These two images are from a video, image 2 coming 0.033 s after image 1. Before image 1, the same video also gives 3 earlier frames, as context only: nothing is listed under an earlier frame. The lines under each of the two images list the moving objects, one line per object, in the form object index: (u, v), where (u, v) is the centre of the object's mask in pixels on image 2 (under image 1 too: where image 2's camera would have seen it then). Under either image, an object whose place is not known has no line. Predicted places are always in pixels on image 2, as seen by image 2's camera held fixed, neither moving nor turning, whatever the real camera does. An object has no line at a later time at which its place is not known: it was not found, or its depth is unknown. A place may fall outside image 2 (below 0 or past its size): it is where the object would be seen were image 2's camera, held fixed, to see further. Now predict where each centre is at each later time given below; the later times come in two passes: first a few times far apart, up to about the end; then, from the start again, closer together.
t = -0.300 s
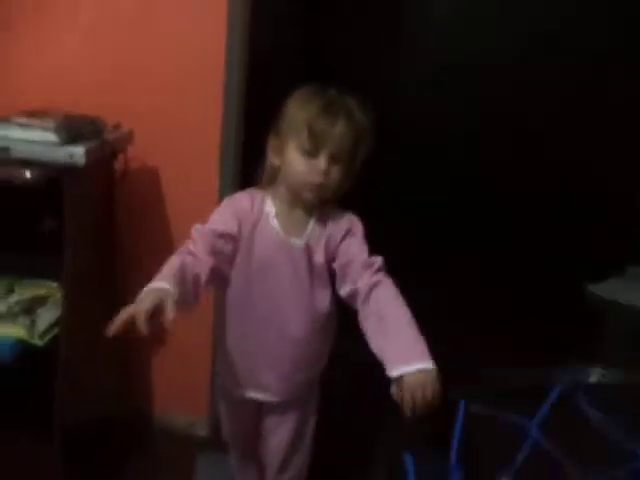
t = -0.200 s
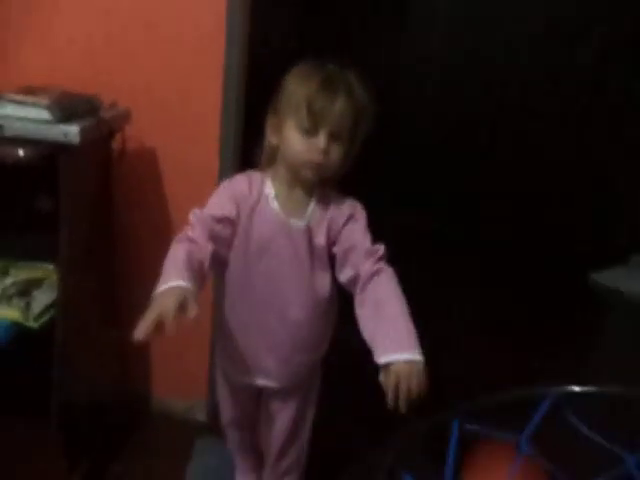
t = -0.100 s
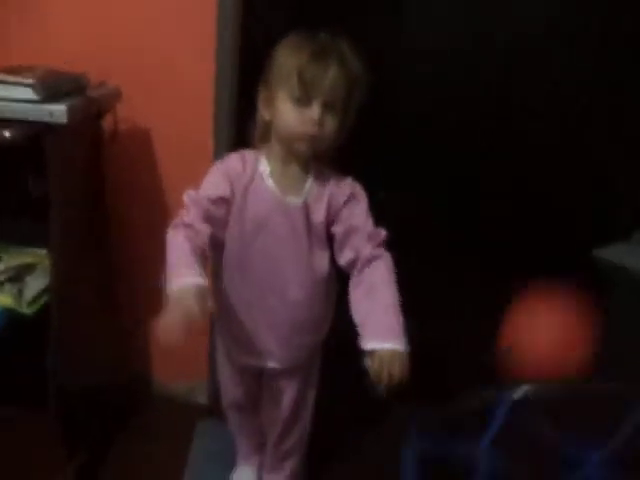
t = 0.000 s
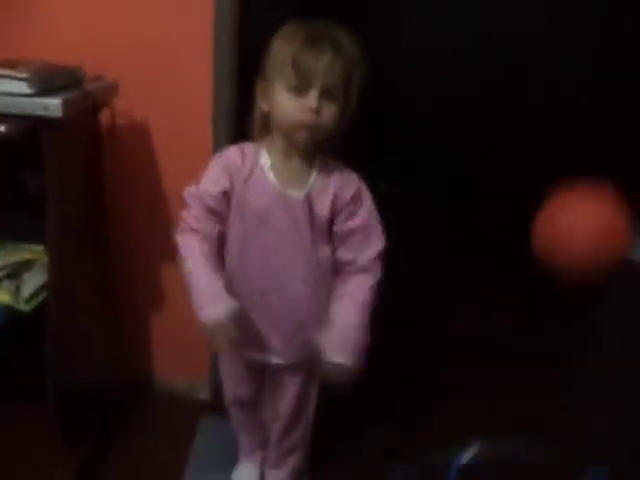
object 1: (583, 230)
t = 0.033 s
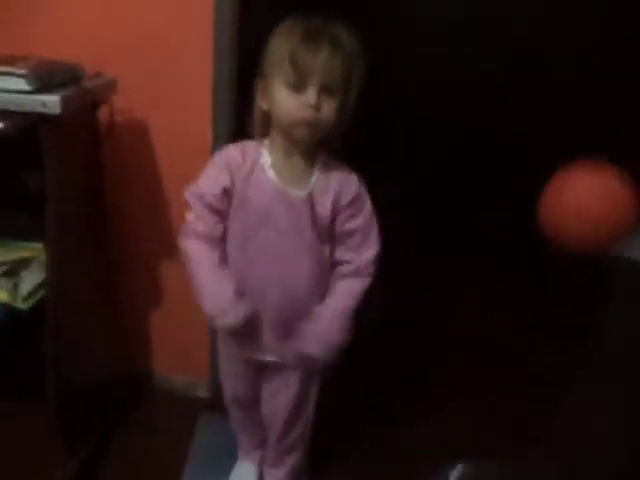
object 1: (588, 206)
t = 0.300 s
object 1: (568, 240)
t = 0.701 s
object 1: (552, 239)
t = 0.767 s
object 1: (561, 205)
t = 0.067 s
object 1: (592, 192)
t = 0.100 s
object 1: (594, 183)
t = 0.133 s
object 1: (593, 179)
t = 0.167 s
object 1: (591, 182)
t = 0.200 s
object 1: (587, 190)
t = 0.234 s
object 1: (581, 200)
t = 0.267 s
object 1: (574, 218)
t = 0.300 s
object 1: (568, 240)
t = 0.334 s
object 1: (559, 263)
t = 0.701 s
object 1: (552, 239)
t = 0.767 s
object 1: (561, 205)
